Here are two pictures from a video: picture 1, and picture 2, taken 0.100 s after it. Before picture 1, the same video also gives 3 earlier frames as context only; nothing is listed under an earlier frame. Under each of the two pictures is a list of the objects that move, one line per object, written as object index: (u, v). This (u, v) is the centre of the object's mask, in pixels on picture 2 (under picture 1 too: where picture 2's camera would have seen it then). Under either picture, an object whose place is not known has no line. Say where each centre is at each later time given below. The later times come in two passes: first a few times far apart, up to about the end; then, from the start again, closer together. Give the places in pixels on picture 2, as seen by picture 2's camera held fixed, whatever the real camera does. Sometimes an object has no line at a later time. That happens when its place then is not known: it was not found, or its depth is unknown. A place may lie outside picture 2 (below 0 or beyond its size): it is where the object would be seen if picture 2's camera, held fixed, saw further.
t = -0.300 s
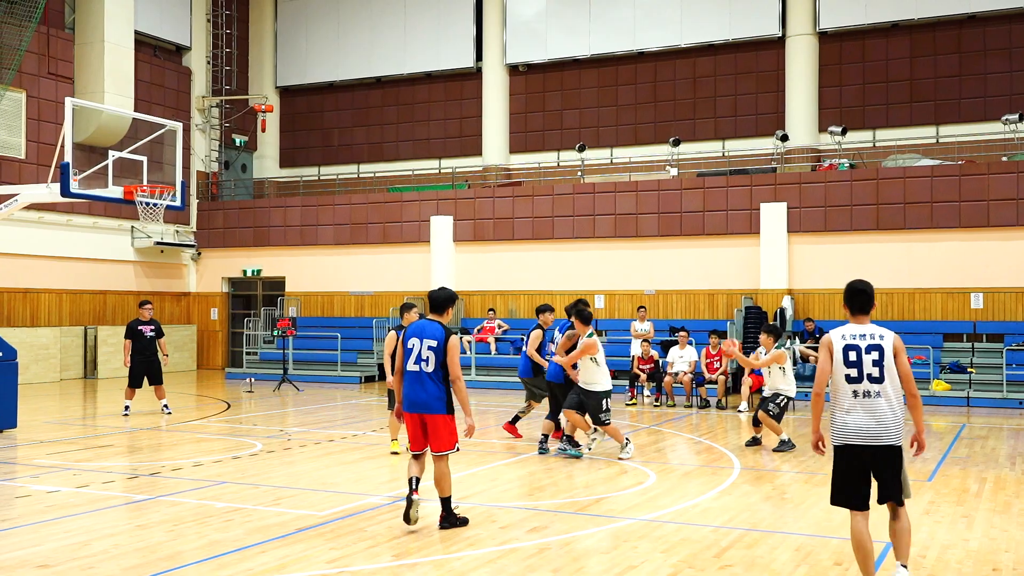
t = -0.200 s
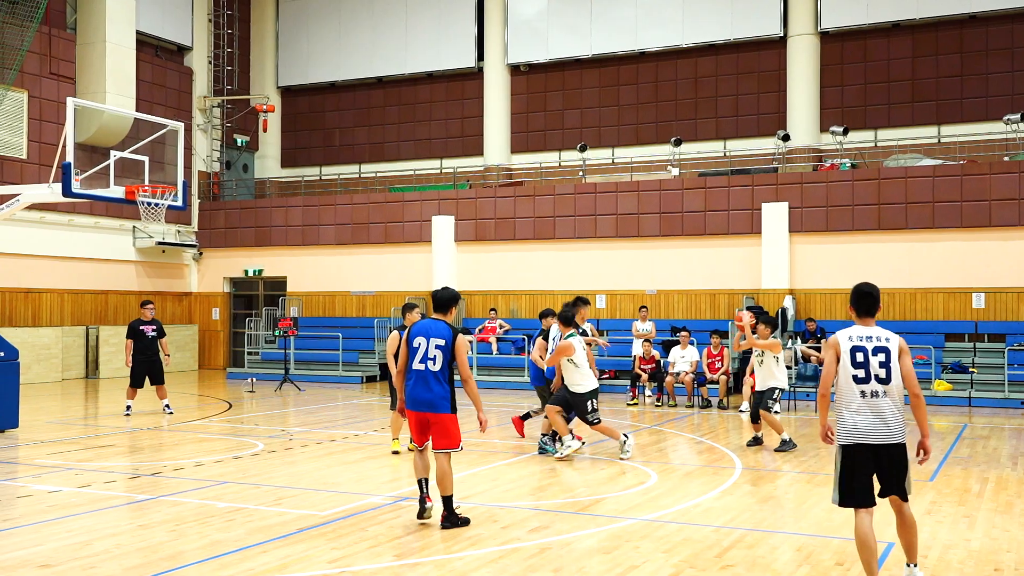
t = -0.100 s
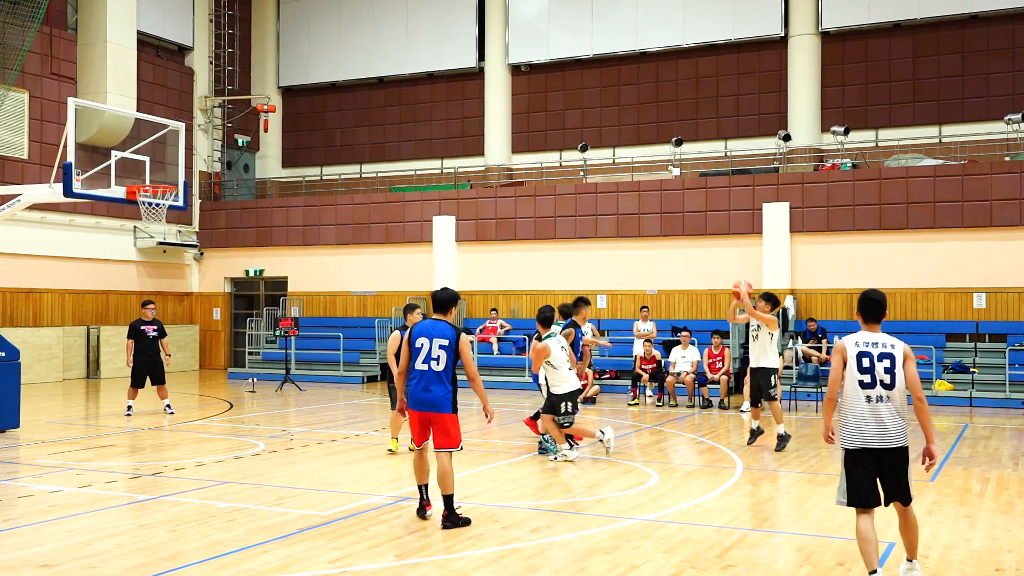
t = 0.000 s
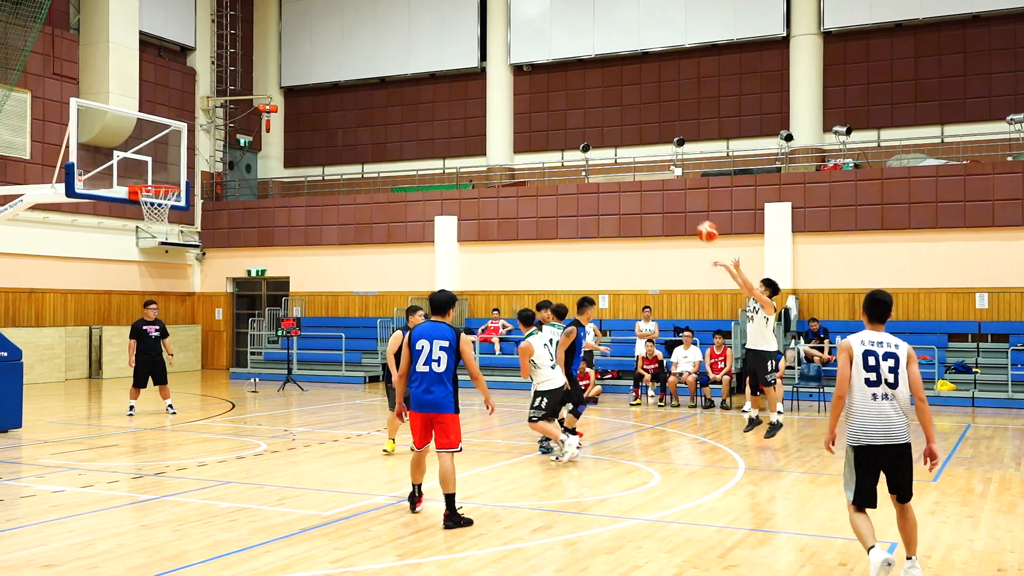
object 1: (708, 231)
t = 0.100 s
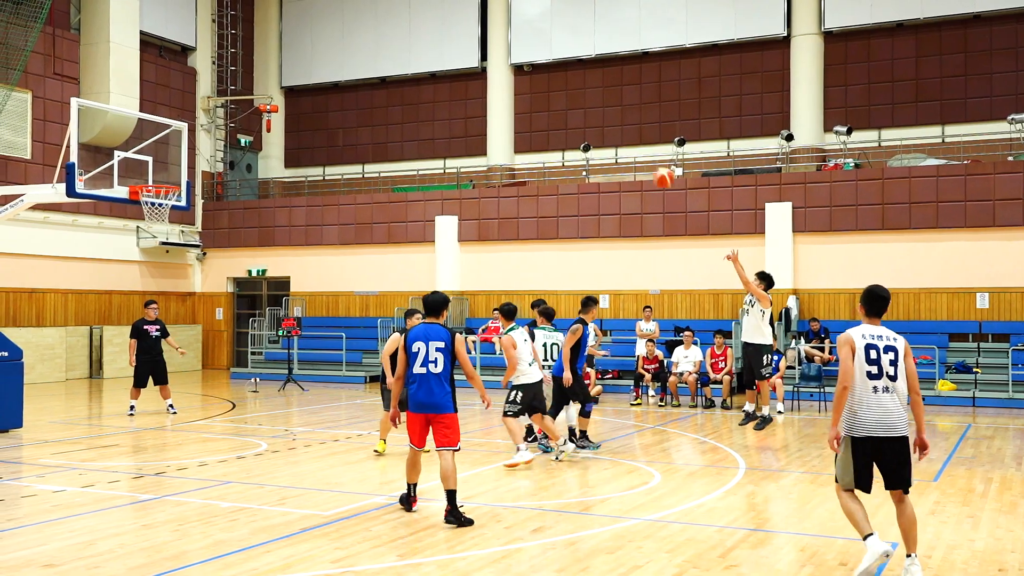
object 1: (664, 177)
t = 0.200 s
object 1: (620, 133)
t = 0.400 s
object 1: (533, 69)
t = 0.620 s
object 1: (439, 35)
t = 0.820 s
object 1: (354, 39)
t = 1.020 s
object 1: (270, 75)
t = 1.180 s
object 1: (204, 127)
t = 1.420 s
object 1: (178, 201)
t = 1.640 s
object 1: (166, 210)
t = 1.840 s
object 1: (142, 243)
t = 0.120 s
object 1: (655, 168)
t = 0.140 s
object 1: (646, 160)
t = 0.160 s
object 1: (637, 149)
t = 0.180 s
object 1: (628, 140)
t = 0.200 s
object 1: (620, 133)
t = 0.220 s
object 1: (611, 125)
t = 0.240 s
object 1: (602, 117)
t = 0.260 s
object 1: (593, 110)
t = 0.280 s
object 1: (584, 102)
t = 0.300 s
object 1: (576, 96)
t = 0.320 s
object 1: (567, 90)
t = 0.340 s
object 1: (558, 84)
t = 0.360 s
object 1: (549, 78)
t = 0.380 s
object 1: (541, 73)
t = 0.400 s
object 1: (533, 69)
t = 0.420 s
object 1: (524, 65)
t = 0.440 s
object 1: (516, 60)
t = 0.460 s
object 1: (507, 56)
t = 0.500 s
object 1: (489, 48)
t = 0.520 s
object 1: (481, 45)
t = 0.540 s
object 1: (473, 43)
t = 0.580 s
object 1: (455, 38)
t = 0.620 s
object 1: (439, 35)
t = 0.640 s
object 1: (430, 34)
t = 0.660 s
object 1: (421, 33)
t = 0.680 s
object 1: (413, 33)
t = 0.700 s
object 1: (404, 33)
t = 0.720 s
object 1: (396, 33)
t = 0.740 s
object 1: (388, 33)
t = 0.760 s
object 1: (379, 35)
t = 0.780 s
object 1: (371, 36)
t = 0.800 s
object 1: (362, 37)
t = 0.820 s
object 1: (354, 39)
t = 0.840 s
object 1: (346, 41)
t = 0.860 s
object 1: (337, 43)
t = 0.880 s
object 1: (329, 46)
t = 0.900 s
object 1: (321, 49)
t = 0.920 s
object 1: (312, 53)
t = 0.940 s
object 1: (304, 57)
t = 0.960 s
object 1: (295, 61)
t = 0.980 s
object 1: (287, 65)
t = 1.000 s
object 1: (278, 70)
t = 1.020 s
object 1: (270, 75)
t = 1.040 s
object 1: (262, 80)
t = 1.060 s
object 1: (253, 86)
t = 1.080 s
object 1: (245, 92)
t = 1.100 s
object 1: (237, 98)
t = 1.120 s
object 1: (229, 105)
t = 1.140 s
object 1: (220, 112)
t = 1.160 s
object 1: (212, 120)
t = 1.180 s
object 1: (204, 127)
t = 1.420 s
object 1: (178, 201)
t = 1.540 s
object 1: (176, 201)
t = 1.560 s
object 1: (175, 203)
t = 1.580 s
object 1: (173, 206)
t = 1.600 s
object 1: (170, 206)
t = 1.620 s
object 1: (169, 208)
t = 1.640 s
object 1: (166, 210)
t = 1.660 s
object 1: (164, 211)
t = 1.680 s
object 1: (162, 213)
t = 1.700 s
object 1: (159, 215)
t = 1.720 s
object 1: (156, 217)
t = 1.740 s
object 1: (153, 224)
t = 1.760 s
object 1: (151, 227)
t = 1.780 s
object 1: (149, 230)
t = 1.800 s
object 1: (146, 234)
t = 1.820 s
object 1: (144, 238)
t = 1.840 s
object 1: (142, 243)
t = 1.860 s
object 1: (140, 248)
